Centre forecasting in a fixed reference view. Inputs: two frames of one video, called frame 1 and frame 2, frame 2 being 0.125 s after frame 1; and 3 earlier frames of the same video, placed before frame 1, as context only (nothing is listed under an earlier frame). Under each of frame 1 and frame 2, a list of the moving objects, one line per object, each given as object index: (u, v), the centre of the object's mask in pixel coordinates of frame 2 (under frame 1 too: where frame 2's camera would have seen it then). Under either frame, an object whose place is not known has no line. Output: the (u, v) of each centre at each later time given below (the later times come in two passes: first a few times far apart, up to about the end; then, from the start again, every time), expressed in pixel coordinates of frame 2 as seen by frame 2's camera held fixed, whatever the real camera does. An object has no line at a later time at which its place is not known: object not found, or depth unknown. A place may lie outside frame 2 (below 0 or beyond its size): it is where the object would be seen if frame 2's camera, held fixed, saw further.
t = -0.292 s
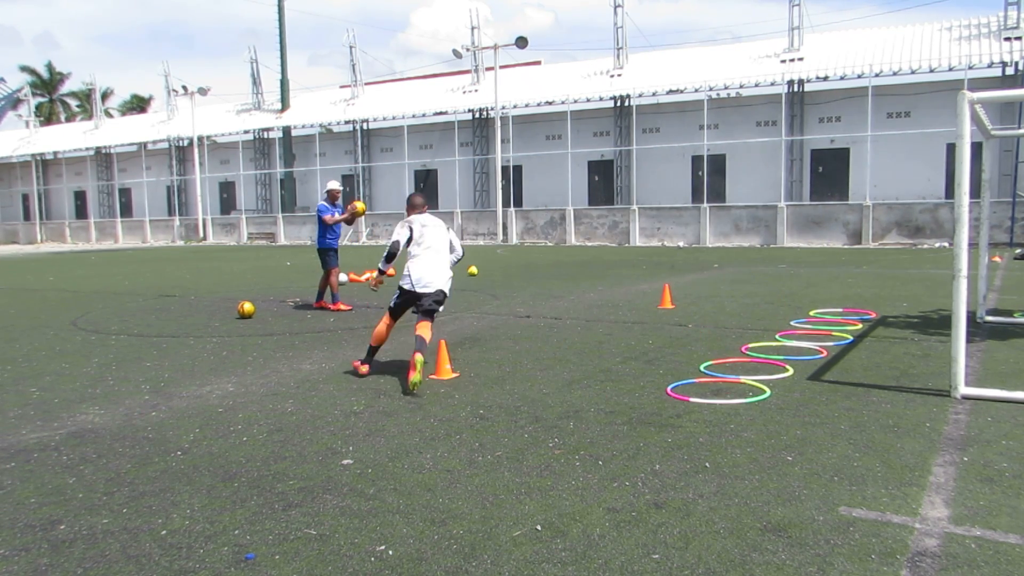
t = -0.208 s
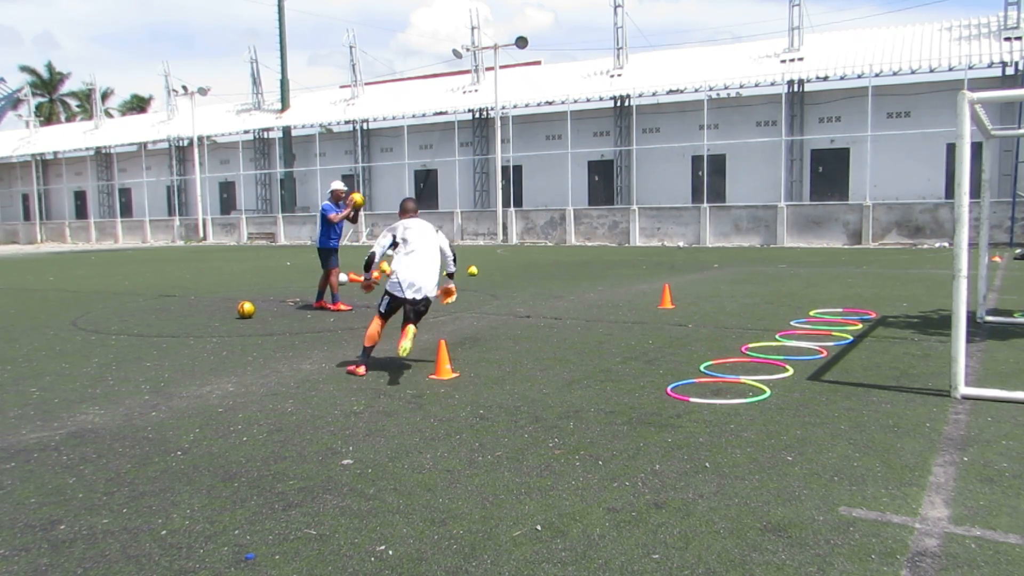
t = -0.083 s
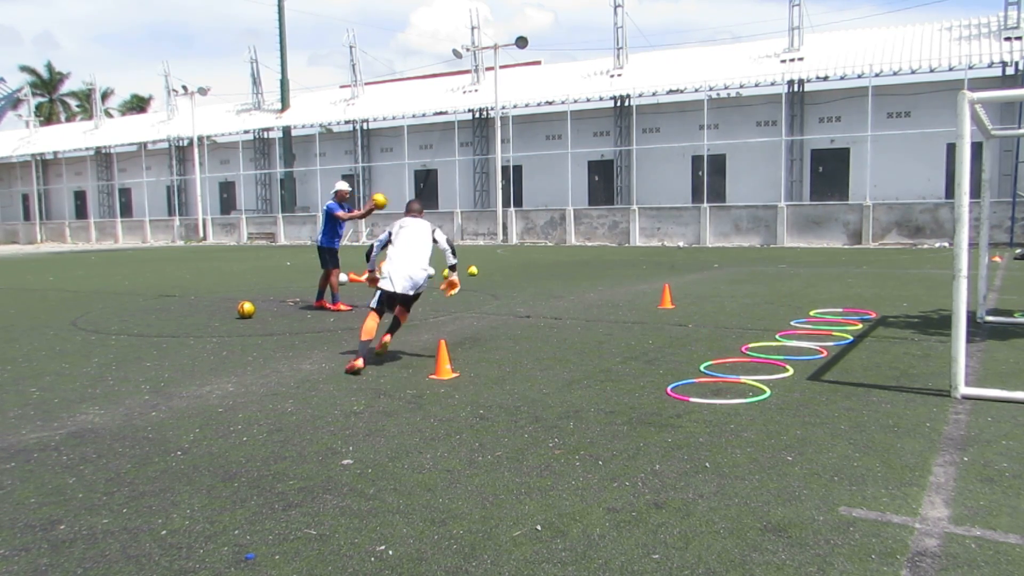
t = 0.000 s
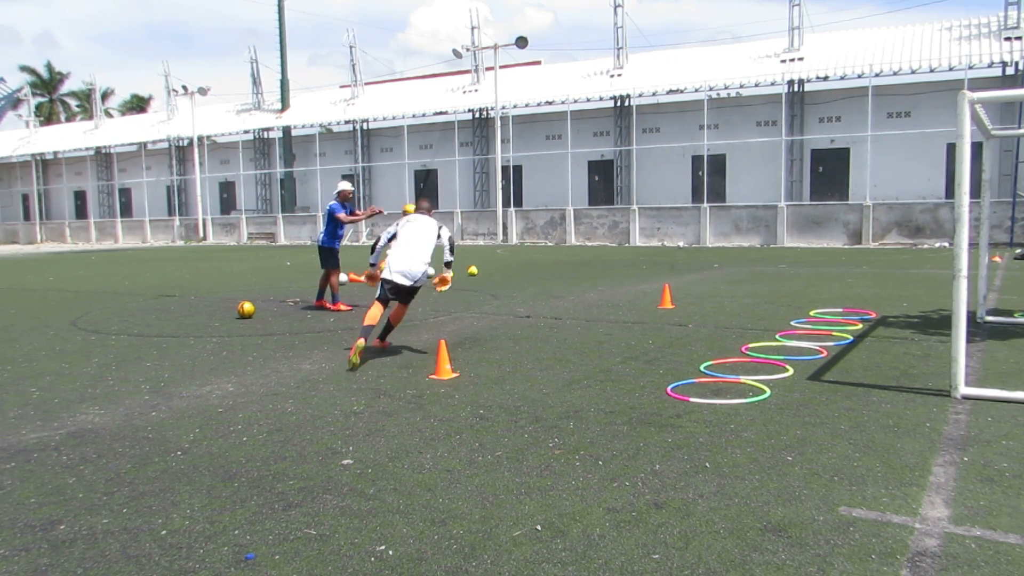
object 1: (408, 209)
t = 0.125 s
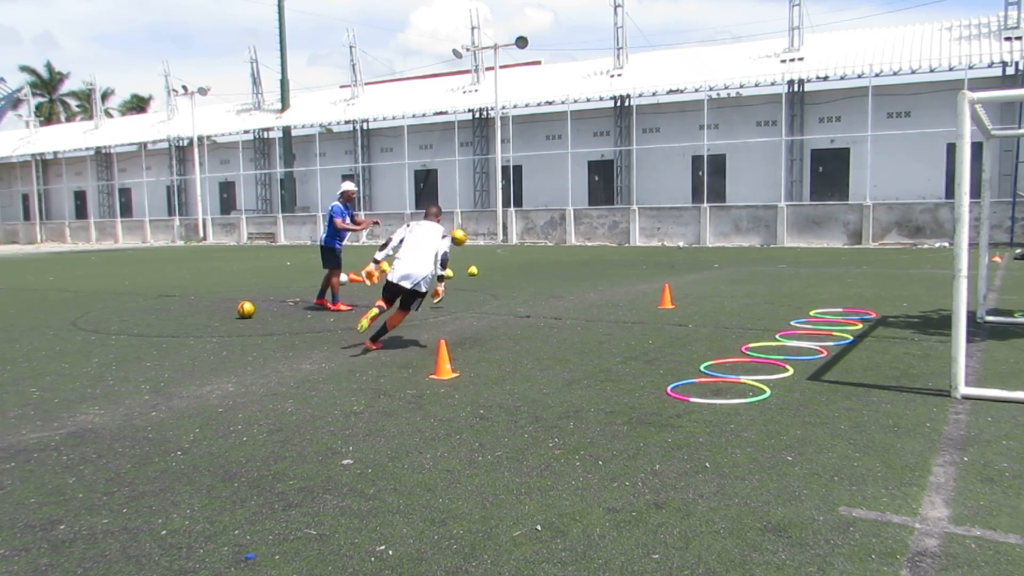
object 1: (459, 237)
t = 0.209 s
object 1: (491, 260)
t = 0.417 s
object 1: (556, 275)
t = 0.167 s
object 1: (474, 248)
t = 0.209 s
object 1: (491, 260)
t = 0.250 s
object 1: (507, 274)
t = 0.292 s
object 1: (523, 289)
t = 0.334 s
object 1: (538, 301)
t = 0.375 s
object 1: (547, 287)
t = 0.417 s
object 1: (556, 275)
